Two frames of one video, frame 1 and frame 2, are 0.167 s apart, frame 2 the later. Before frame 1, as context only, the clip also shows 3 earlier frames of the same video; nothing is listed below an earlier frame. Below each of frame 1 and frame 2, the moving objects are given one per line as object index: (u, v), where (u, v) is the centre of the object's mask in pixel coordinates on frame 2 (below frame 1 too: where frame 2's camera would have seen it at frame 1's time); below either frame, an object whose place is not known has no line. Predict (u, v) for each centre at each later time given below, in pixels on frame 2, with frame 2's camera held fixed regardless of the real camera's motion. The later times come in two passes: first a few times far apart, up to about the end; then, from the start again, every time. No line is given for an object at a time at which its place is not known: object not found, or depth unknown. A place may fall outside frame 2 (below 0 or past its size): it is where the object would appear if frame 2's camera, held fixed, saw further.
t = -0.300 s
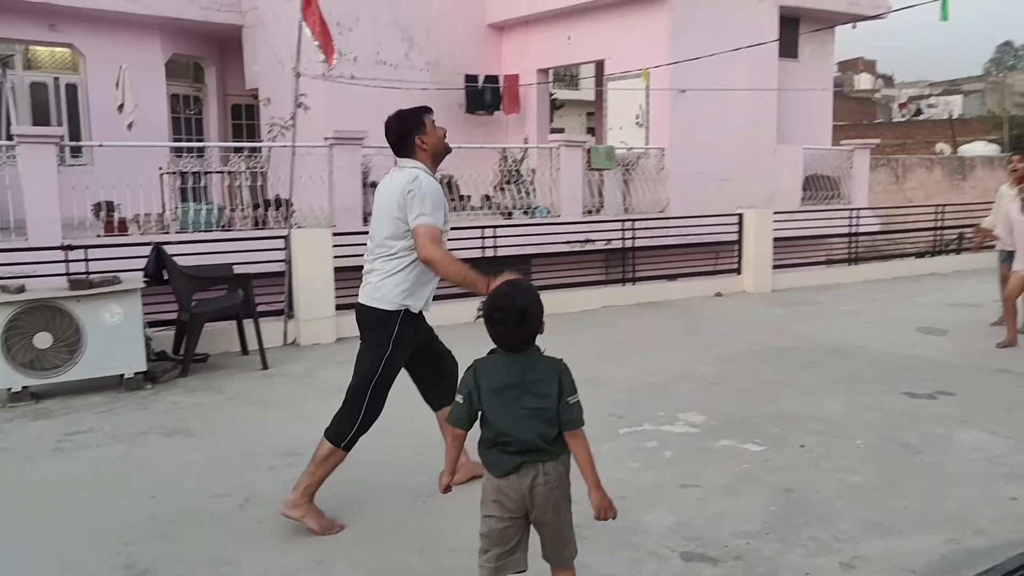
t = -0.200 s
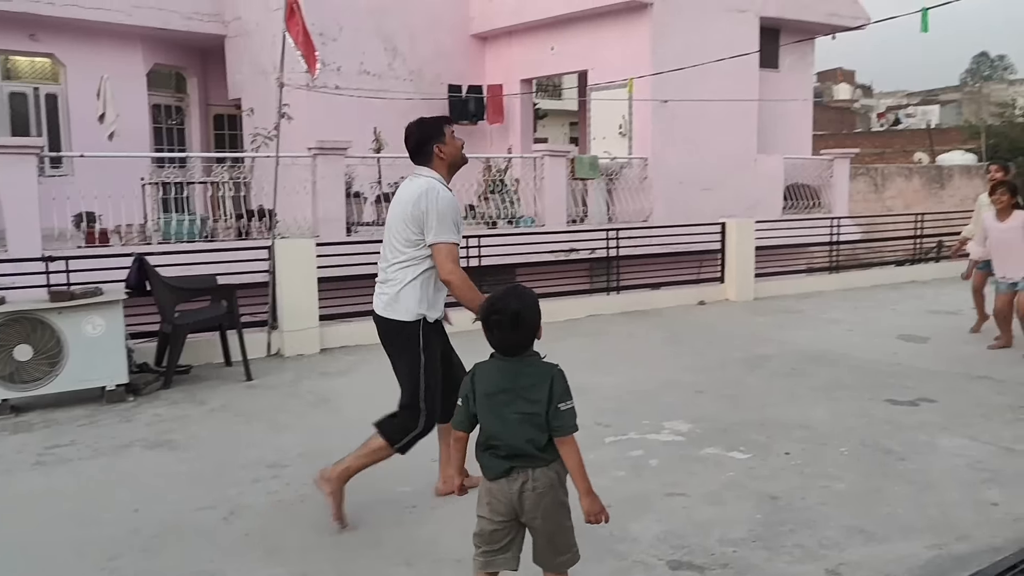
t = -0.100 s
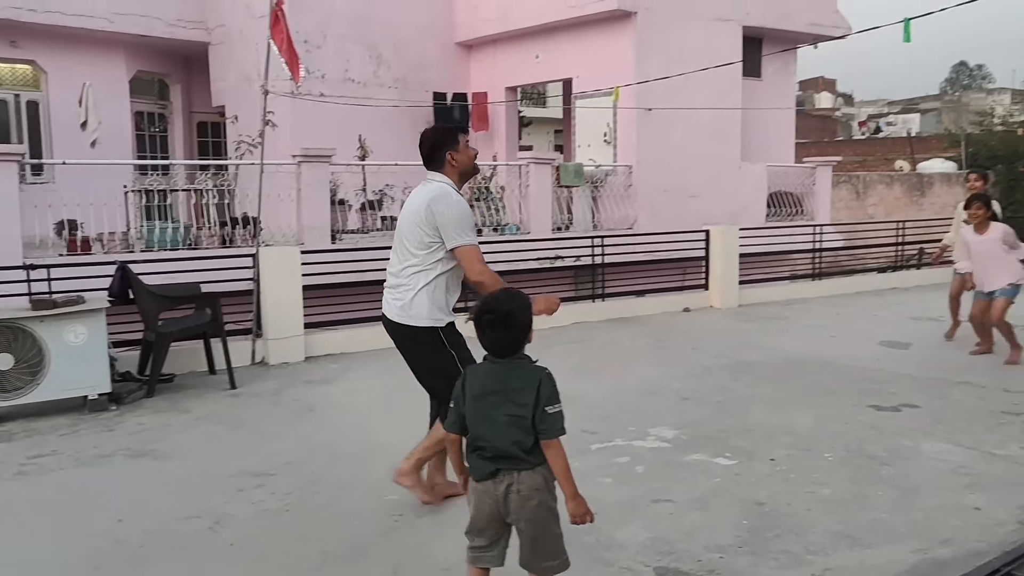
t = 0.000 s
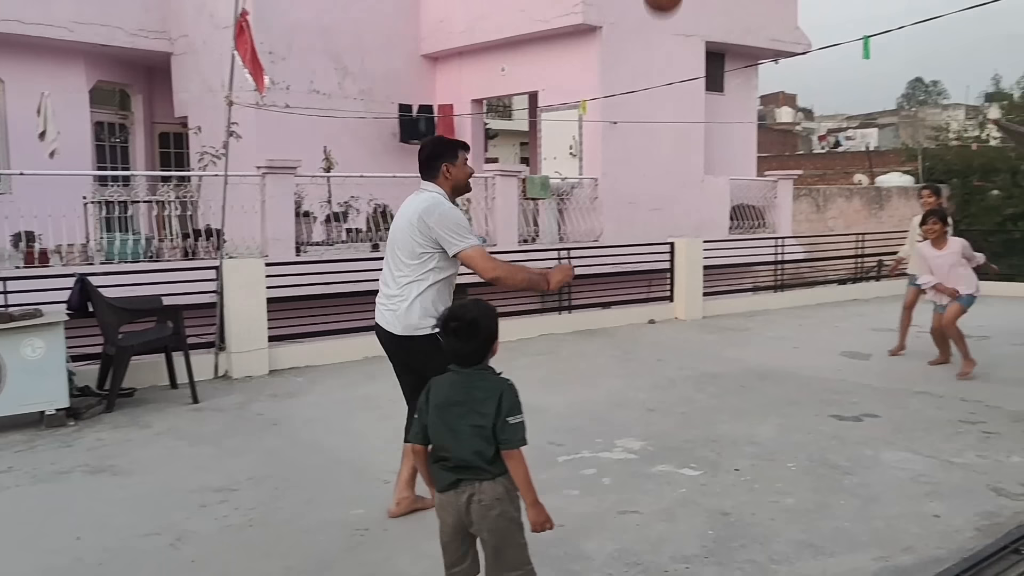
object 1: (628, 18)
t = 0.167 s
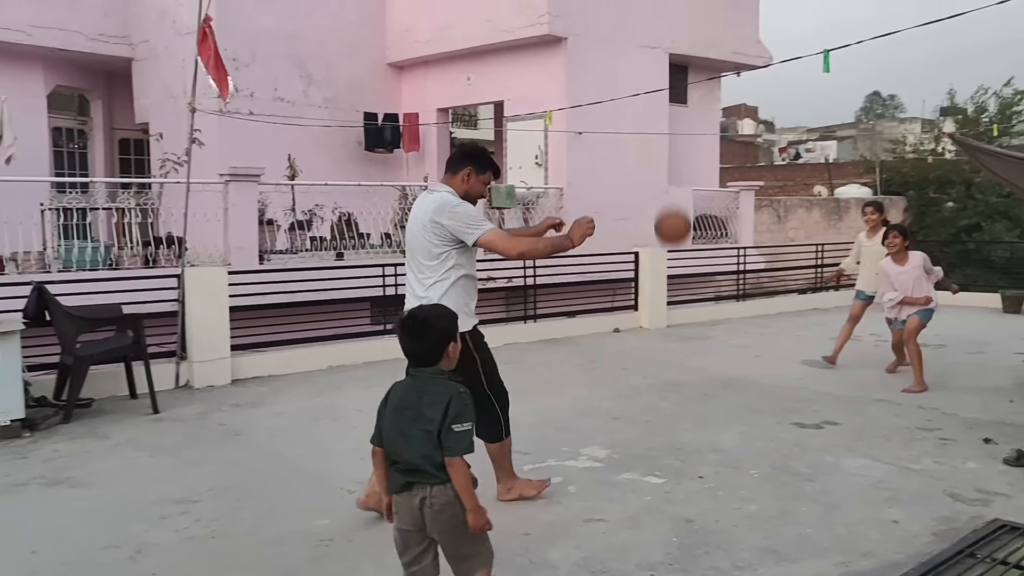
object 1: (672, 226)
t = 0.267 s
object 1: (701, 376)
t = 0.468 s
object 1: (694, 343)
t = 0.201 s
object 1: (682, 275)
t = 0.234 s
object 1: (692, 327)
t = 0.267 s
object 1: (701, 376)
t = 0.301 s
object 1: (711, 428)
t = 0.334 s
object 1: (713, 456)
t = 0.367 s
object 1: (709, 425)
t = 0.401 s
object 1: (704, 395)
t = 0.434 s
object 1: (699, 369)
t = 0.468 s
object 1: (694, 343)
